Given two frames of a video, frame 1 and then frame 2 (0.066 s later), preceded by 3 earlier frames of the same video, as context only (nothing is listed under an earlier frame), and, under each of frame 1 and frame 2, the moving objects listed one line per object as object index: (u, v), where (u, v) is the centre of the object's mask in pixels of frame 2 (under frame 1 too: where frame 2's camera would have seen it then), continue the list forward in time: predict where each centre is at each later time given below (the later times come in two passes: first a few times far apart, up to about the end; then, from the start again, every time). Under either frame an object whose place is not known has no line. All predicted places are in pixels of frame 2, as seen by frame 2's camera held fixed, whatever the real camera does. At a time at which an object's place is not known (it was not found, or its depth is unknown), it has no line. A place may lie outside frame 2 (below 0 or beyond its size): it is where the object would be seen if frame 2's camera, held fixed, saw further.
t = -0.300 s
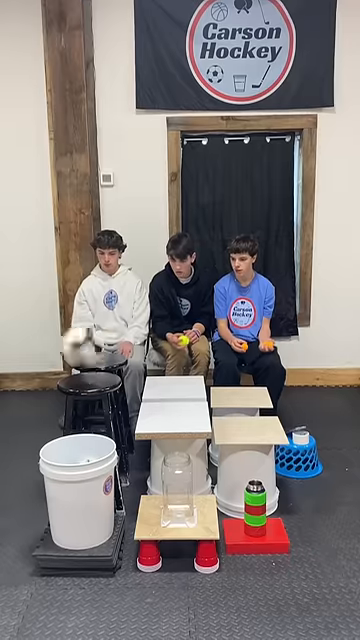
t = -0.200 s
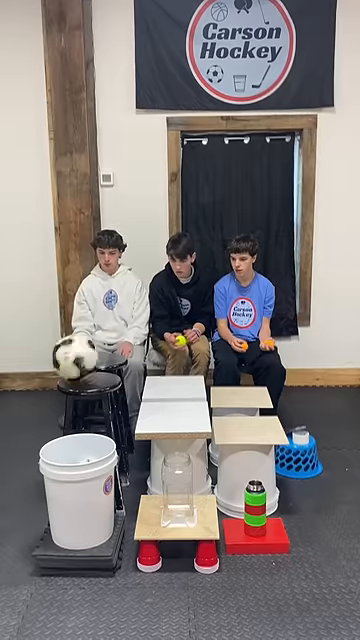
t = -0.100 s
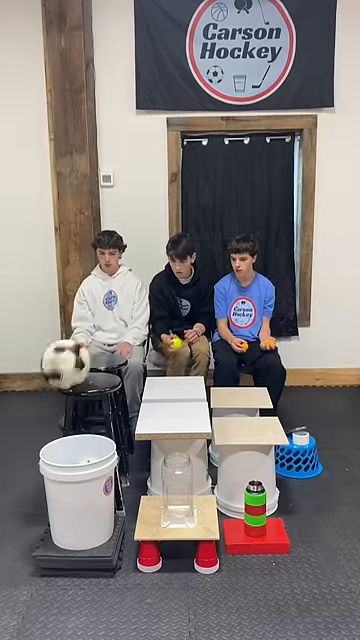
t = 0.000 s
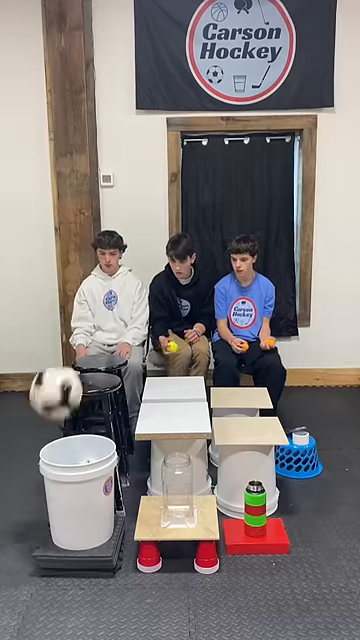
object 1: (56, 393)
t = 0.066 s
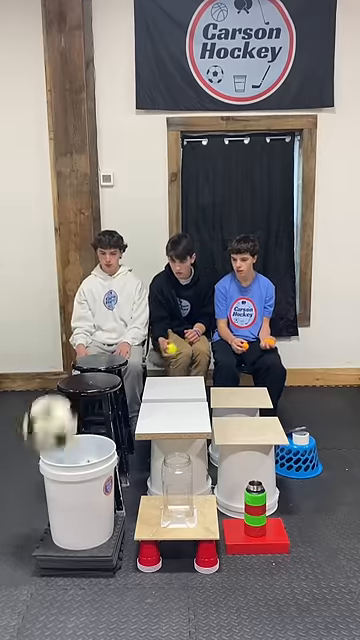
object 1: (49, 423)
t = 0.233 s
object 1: (66, 435)
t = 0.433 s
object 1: (106, 528)
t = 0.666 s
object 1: (139, 582)
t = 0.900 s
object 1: (179, 623)
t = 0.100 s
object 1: (48, 431)
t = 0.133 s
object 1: (52, 429)
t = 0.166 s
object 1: (57, 428)
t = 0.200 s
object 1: (61, 430)
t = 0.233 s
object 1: (66, 435)
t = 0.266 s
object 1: (71, 440)
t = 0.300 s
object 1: (76, 452)
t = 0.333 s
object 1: (84, 467)
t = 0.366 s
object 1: (91, 483)
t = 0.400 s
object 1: (99, 503)
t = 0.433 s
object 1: (106, 528)
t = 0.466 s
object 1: (109, 552)
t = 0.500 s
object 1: (117, 583)
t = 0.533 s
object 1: (124, 609)
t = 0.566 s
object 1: (127, 602)
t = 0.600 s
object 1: (131, 592)
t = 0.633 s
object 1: (136, 585)
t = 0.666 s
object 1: (139, 582)
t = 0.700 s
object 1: (145, 582)
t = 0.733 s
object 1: (150, 584)
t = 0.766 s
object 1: (155, 589)
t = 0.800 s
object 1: (161, 600)
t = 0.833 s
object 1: (167, 607)
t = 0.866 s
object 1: (173, 614)
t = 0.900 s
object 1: (179, 623)
